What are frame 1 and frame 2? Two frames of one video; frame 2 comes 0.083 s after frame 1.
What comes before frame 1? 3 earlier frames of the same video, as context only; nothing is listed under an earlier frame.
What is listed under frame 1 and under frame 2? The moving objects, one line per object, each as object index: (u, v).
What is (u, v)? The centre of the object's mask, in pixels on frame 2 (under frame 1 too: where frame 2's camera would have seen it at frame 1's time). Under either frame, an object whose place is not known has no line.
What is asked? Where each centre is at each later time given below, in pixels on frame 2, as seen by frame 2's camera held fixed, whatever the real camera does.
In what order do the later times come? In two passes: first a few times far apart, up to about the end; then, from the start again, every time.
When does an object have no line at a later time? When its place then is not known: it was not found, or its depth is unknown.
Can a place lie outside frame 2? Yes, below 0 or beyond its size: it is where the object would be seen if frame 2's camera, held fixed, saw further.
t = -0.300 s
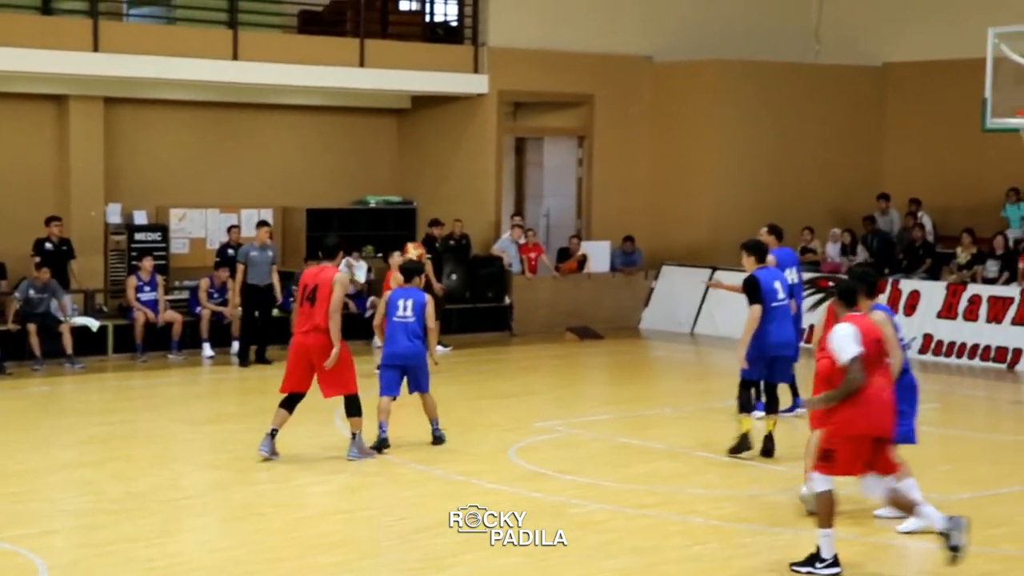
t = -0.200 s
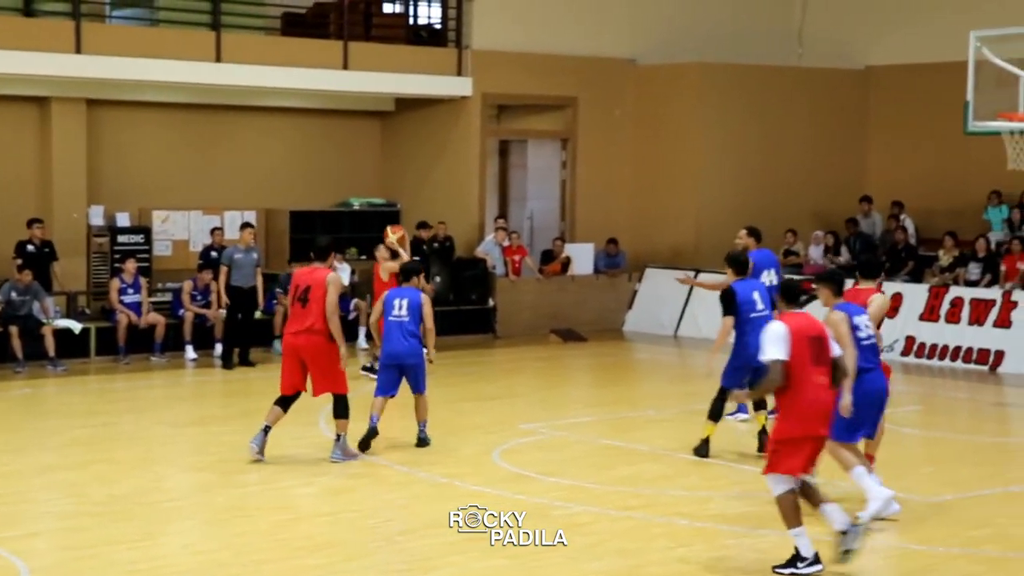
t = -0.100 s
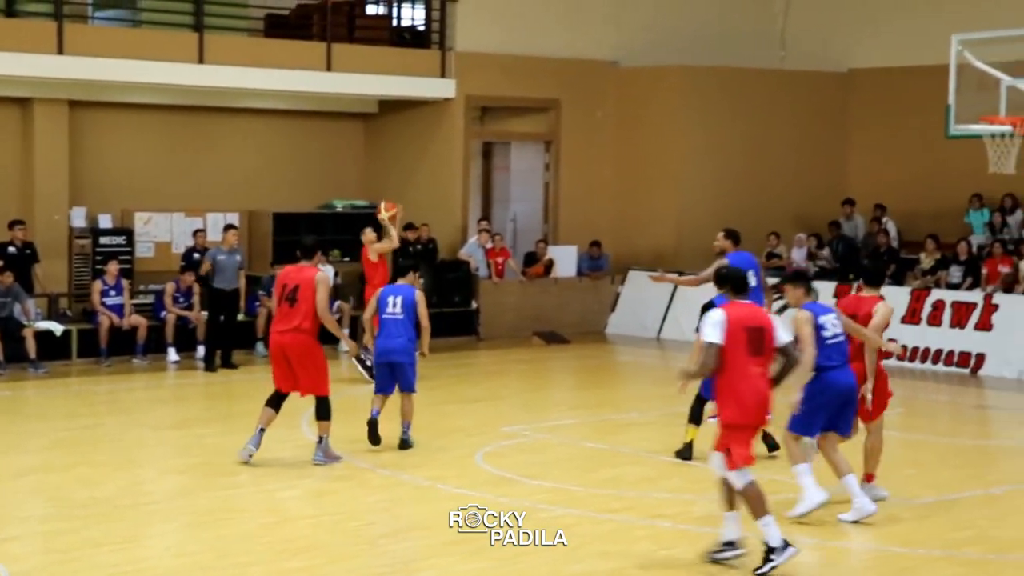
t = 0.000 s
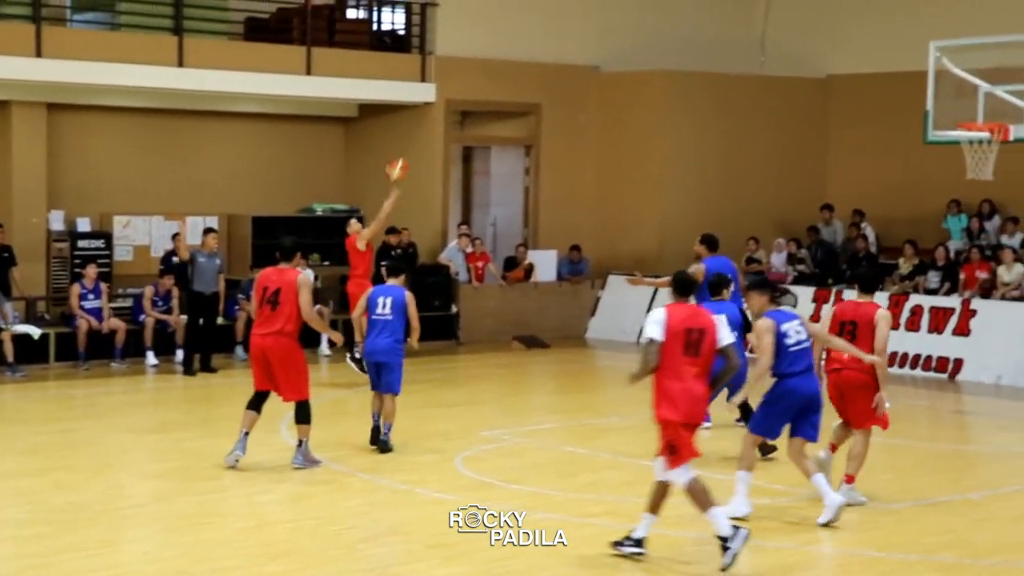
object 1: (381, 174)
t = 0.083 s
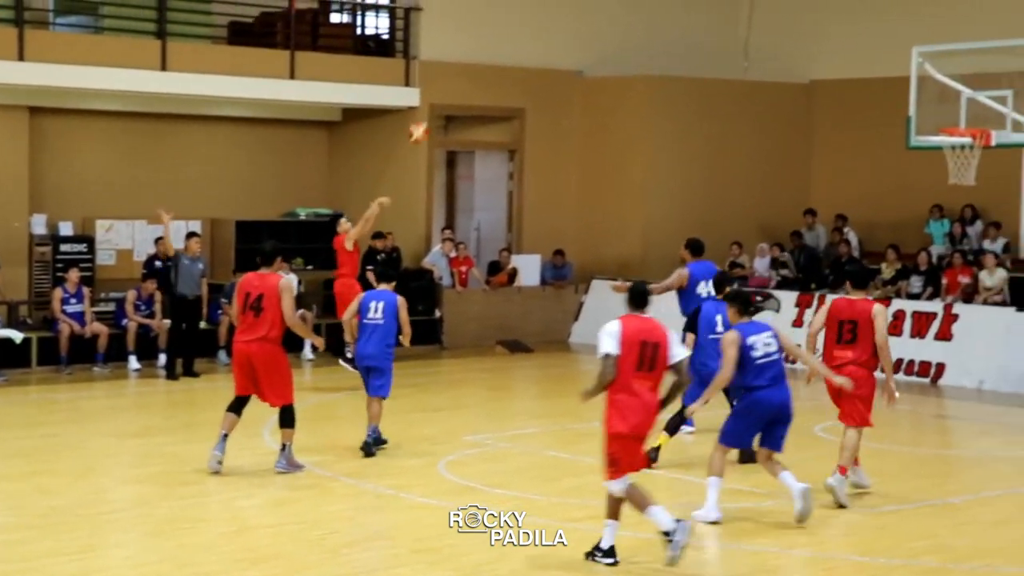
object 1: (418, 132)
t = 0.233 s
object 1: (488, 71)
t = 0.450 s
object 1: (589, 13)
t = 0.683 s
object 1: (701, -7)
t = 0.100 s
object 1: (427, 125)
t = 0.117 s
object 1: (435, 118)
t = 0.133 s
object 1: (441, 111)
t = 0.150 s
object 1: (450, 103)
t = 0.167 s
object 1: (457, 97)
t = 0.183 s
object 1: (465, 89)
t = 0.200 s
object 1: (472, 83)
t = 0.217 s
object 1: (480, 77)
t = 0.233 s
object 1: (488, 71)
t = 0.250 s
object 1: (495, 65)
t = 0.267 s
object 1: (504, 59)
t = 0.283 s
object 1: (511, 54)
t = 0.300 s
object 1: (519, 49)
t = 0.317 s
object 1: (526, 44)
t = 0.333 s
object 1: (534, 39)
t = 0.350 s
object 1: (542, 35)
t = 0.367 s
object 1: (549, 31)
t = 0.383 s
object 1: (557, 27)
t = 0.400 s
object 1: (565, 23)
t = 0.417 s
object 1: (573, 19)
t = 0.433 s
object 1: (581, 16)
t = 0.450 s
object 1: (589, 13)
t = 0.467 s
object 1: (597, 10)
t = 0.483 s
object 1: (605, 7)
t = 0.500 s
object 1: (613, 5)
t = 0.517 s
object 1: (621, 2)
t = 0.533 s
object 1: (629, 1)
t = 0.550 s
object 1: (637, -1)
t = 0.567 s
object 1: (645, -3)
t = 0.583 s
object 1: (653, -5)
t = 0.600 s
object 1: (661, -5)
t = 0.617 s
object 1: (669, -6)
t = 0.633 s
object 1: (677, -7)
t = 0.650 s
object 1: (685, -7)
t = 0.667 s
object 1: (694, -7)
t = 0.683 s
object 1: (701, -7)
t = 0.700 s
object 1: (709, -7)
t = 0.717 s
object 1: (717, -6)
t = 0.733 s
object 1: (725, -5)
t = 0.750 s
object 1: (733, -4)
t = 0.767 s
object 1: (742, -2)
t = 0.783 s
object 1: (750, -1)
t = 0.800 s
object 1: (759, 1)
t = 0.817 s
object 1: (766, 3)
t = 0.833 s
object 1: (775, 5)
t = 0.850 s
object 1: (784, 8)
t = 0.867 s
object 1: (792, 11)
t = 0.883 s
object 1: (801, 14)
